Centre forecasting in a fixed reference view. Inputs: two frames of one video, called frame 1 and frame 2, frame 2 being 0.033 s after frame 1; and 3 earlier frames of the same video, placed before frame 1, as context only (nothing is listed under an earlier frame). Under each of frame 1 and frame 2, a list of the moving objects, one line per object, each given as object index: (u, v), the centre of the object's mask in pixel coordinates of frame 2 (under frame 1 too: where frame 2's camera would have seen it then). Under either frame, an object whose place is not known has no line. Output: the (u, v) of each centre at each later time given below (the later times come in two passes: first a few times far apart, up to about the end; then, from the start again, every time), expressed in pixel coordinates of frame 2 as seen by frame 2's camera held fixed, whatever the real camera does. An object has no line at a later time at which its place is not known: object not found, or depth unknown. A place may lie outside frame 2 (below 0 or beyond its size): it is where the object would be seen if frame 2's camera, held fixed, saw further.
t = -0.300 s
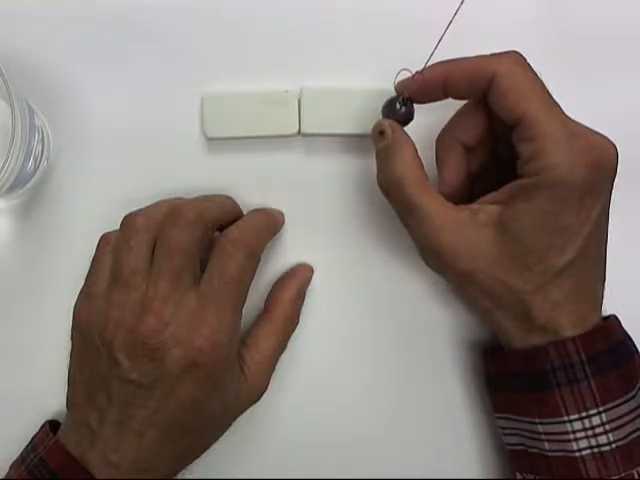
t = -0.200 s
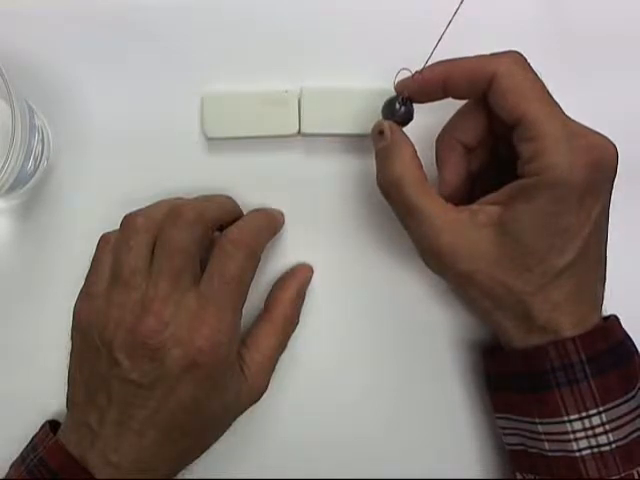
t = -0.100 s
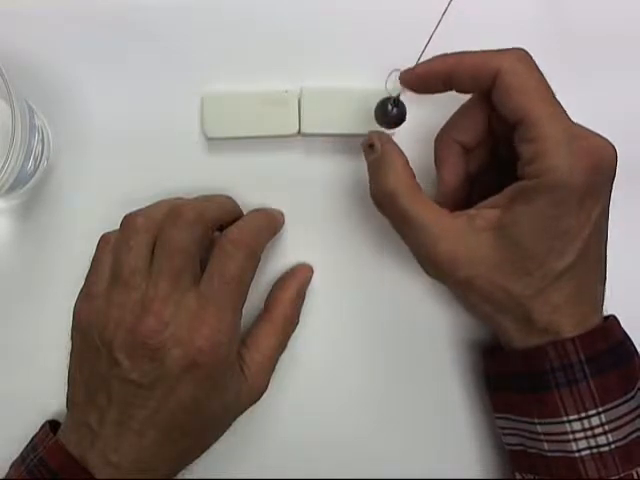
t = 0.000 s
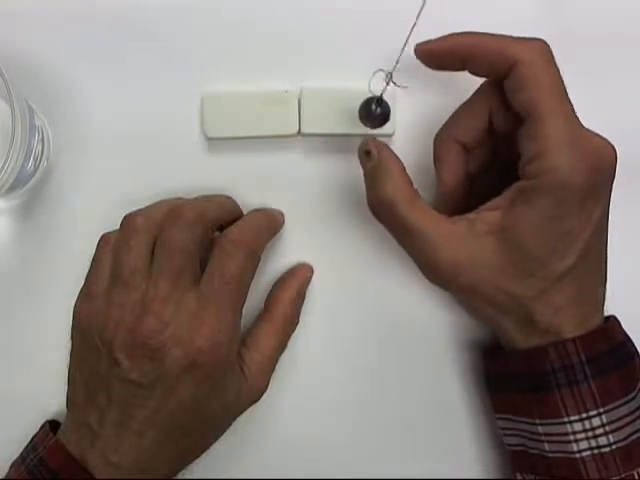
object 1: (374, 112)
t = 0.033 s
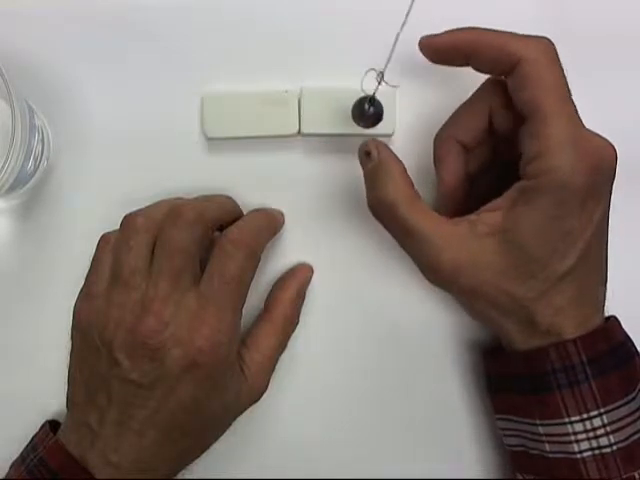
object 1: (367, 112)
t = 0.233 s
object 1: (314, 108)
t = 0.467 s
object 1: (247, 99)
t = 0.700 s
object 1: (207, 91)
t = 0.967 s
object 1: (220, 88)
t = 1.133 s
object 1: (258, 91)
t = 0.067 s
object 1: (360, 111)
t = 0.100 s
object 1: (351, 111)
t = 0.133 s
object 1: (342, 110)
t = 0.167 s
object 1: (333, 109)
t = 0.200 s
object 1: (324, 108)
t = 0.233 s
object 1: (314, 108)
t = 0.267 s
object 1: (304, 106)
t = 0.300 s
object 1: (294, 105)
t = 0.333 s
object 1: (284, 104)
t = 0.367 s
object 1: (274, 103)
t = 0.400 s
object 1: (265, 101)
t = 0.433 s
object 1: (256, 100)
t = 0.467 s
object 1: (247, 99)
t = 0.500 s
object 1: (239, 98)
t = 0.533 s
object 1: (231, 96)
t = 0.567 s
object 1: (225, 95)
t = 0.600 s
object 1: (219, 94)
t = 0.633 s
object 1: (214, 93)
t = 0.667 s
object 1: (210, 92)
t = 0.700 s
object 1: (207, 91)
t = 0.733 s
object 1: (205, 90)
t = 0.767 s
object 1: (204, 89)
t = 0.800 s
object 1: (204, 89)
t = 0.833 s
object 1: (205, 88)
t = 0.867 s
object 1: (208, 88)
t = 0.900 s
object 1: (211, 88)
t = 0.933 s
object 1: (215, 88)
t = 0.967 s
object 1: (220, 88)
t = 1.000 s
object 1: (227, 88)
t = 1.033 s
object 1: (233, 89)
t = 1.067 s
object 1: (241, 89)
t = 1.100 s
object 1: (249, 90)
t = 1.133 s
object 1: (258, 91)
